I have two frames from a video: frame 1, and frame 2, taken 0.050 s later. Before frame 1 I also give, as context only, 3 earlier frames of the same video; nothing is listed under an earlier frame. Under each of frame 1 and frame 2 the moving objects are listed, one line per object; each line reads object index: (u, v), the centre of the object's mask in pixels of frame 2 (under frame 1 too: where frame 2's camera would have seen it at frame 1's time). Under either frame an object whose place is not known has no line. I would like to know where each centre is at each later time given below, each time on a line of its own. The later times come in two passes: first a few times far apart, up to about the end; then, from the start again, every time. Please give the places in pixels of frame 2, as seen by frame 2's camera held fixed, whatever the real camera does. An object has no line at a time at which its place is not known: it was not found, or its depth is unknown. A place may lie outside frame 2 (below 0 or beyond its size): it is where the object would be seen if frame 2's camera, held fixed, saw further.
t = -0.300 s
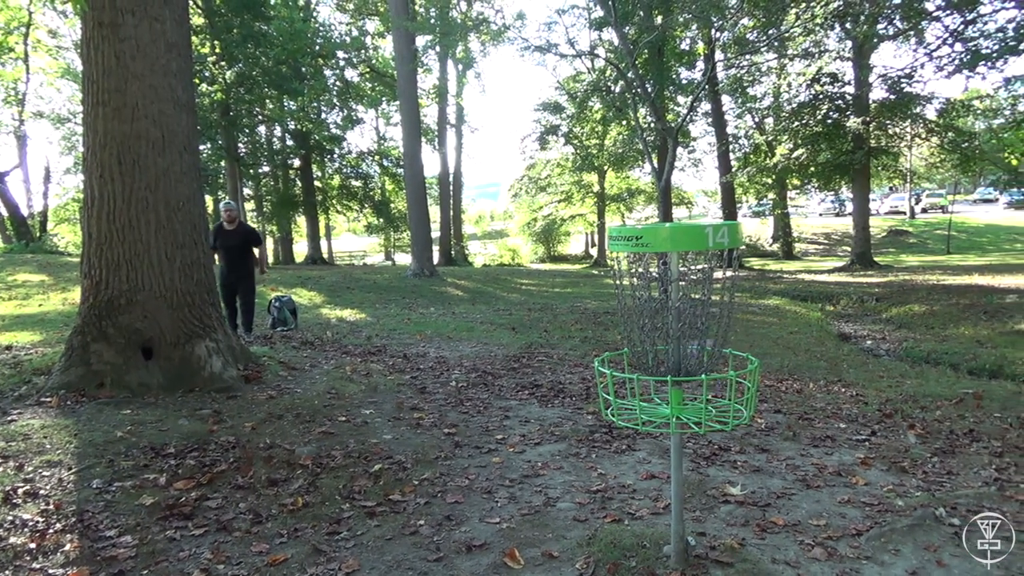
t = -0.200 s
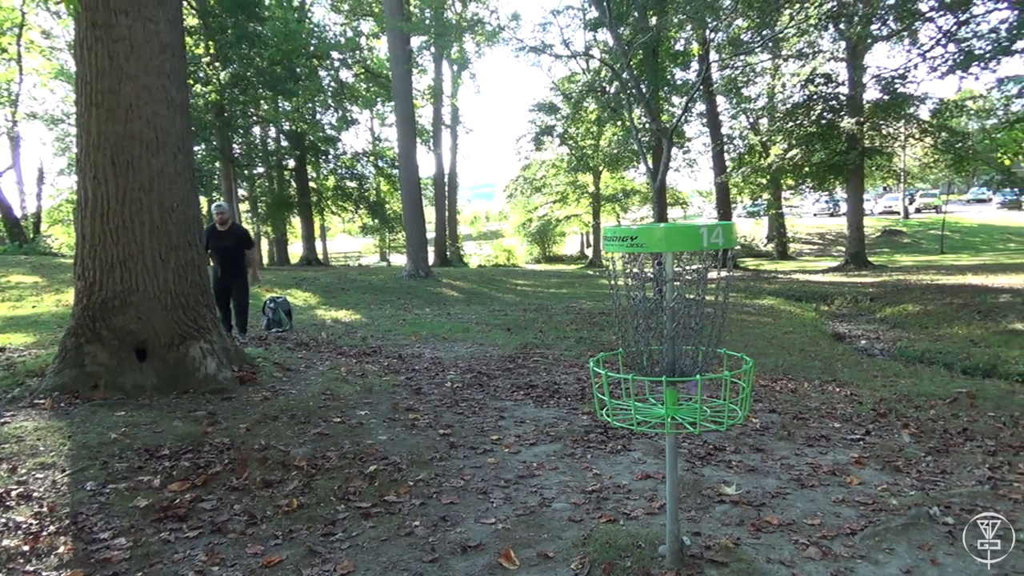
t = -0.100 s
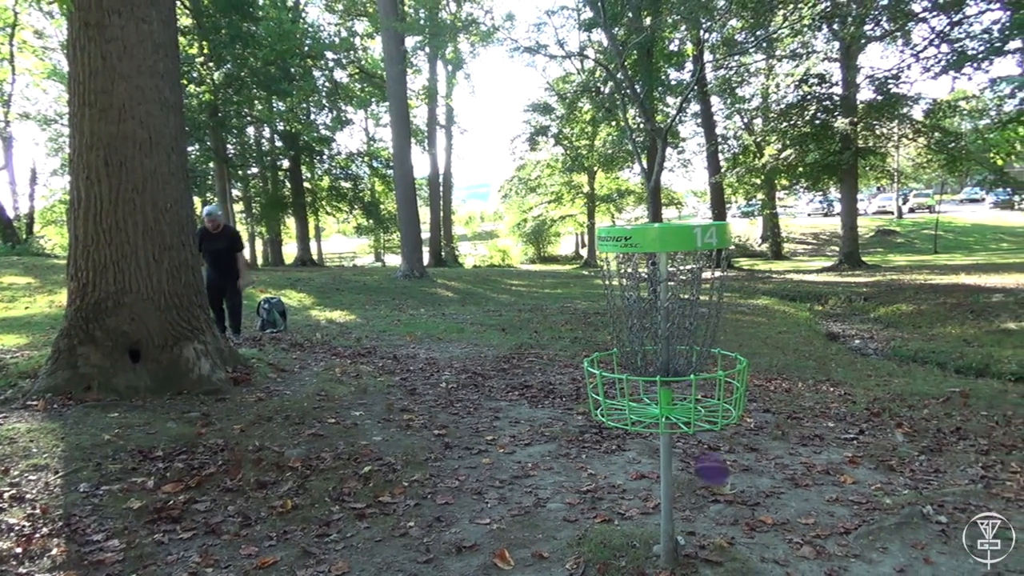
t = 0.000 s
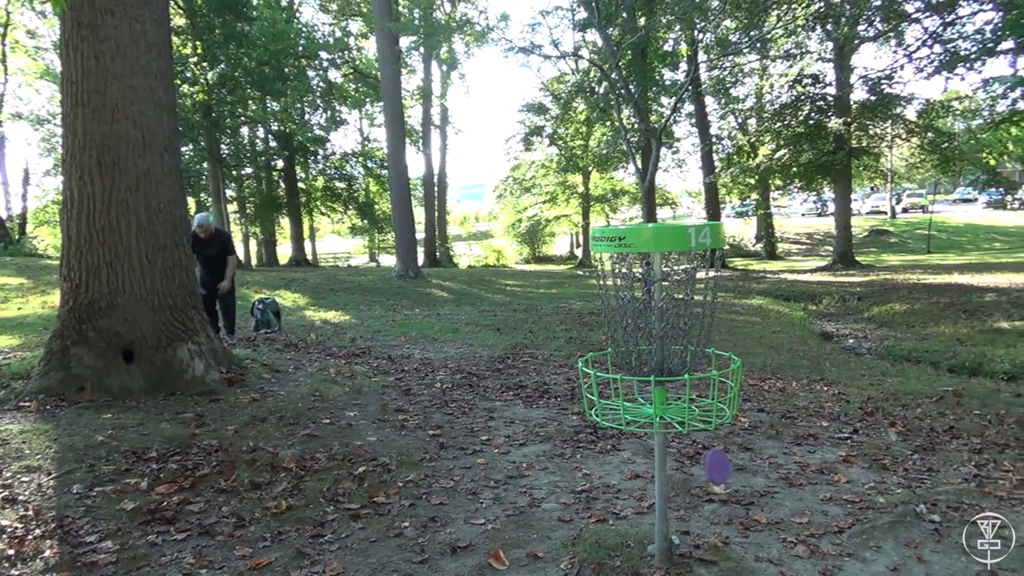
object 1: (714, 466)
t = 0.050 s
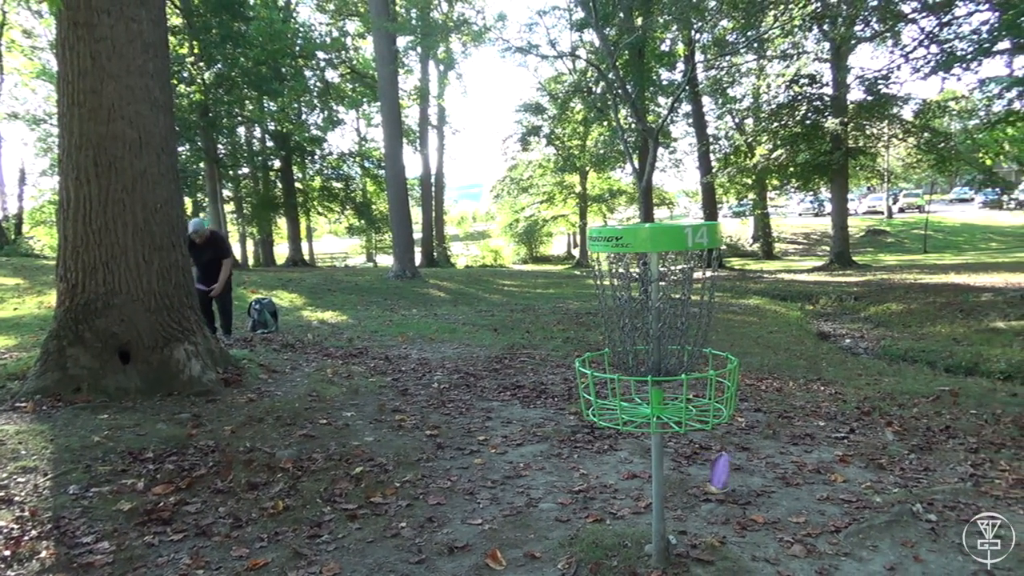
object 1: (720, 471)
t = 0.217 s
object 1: (737, 489)
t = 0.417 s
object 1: (744, 499)
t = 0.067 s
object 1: (722, 472)
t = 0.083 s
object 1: (724, 474)
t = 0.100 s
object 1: (726, 476)
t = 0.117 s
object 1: (728, 476)
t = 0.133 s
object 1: (729, 476)
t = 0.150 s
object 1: (731, 478)
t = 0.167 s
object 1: (732, 479)
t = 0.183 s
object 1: (733, 482)
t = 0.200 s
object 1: (737, 488)
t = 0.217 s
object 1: (737, 489)
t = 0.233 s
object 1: (739, 490)
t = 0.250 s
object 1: (739, 492)
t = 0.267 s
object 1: (740, 493)
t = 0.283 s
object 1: (741, 493)
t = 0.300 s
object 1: (743, 495)
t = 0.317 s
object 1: (742, 496)
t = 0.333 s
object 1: (742, 496)
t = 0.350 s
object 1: (743, 498)
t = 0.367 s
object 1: (744, 498)
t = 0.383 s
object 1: (744, 498)
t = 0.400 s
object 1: (744, 499)
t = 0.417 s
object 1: (744, 499)
